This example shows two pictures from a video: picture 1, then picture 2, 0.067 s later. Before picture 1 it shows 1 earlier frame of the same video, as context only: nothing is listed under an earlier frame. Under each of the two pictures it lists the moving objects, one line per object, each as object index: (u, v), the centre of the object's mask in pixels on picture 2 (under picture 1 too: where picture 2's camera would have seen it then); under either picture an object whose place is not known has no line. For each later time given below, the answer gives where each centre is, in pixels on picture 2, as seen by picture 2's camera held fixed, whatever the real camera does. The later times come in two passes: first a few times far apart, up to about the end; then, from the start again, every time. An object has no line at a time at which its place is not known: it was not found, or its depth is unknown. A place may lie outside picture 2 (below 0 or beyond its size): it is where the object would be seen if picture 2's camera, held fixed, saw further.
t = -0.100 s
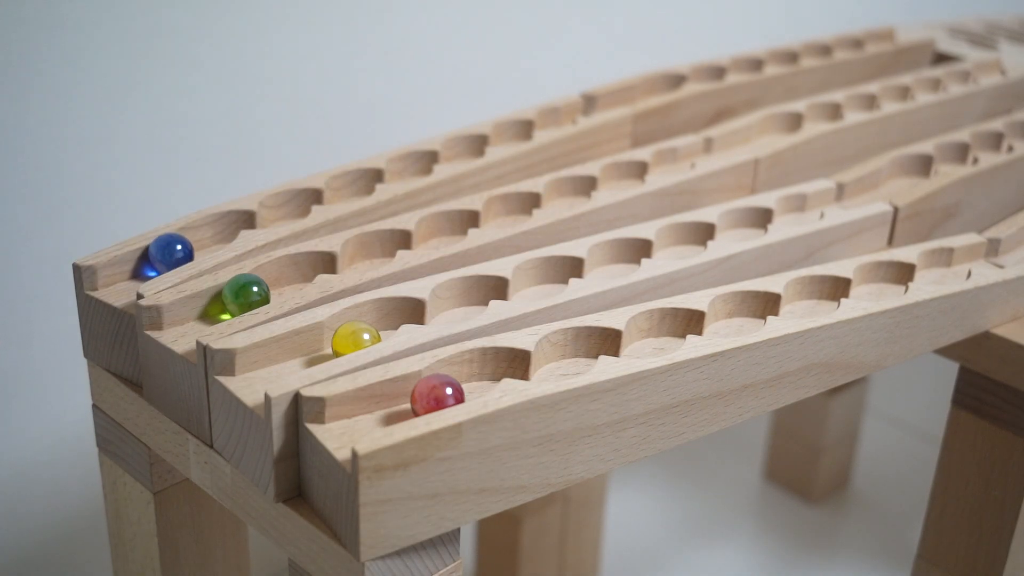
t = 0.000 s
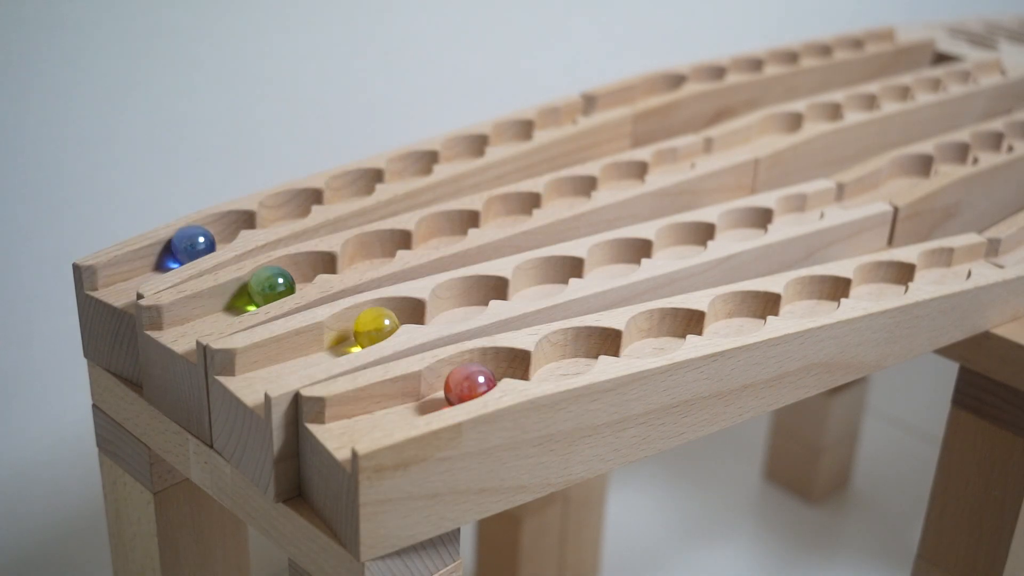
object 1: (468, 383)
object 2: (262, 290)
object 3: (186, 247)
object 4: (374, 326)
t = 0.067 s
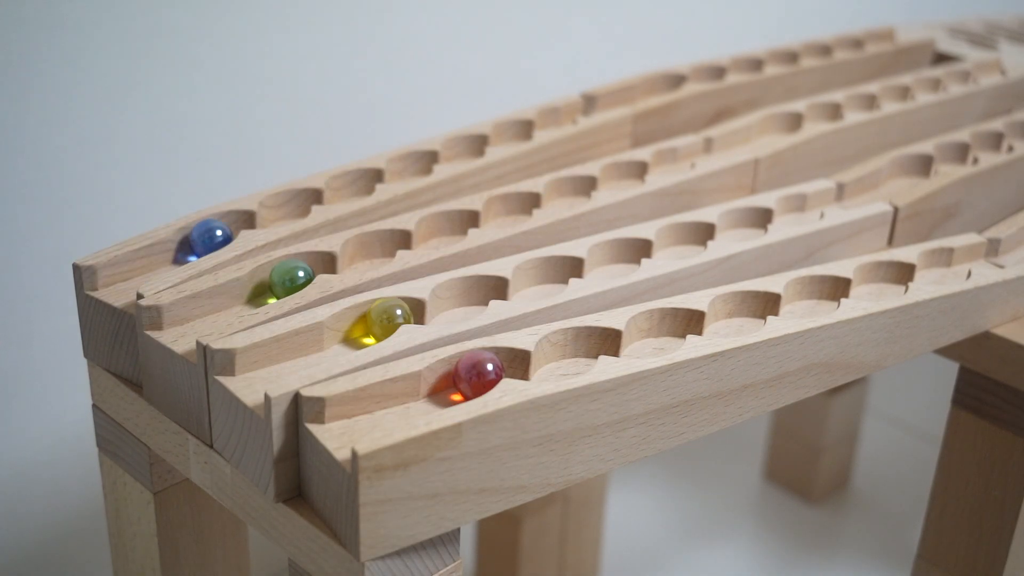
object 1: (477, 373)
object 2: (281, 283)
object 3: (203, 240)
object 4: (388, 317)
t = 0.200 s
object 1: (521, 366)
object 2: (314, 270)
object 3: (247, 226)
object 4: (436, 315)
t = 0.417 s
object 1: (569, 358)
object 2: (370, 256)
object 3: (284, 210)
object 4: (466, 300)
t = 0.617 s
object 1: (612, 343)
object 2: (390, 247)
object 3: (340, 196)
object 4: (520, 290)
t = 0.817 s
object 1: (658, 338)
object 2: (443, 235)
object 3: (349, 188)
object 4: (544, 279)
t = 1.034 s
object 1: (695, 323)
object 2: (456, 226)
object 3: (403, 174)
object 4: (595, 269)
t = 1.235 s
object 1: (739, 319)
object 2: (509, 215)
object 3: (409, 167)
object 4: (617, 259)
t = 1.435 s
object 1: (763, 304)
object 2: (515, 207)
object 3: (460, 155)
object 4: (659, 249)
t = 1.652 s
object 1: (813, 302)
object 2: (569, 196)
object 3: (465, 148)
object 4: (684, 241)
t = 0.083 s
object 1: (479, 371)
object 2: (285, 280)
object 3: (208, 238)
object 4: (393, 316)
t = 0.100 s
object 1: (485, 370)
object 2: (287, 279)
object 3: (212, 237)
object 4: (398, 315)
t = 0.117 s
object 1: (490, 368)
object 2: (290, 276)
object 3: (216, 234)
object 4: (405, 314)
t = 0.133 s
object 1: (496, 367)
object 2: (294, 274)
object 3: (221, 232)
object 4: (412, 313)
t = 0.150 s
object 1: (502, 366)
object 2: (298, 274)
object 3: (227, 230)
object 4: (418, 313)
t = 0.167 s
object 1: (508, 365)
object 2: (303, 273)
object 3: (232, 229)
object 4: (424, 314)
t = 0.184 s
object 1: (514, 365)
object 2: (309, 271)
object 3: (239, 227)
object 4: (430, 314)
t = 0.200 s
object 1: (521, 366)
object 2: (314, 270)
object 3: (247, 226)
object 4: (436, 315)
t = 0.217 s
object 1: (528, 366)
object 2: (320, 269)
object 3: (262, 220)
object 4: (442, 315)
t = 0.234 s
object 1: (533, 367)
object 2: (326, 268)
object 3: (268, 220)
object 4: (444, 314)
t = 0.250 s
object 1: (539, 367)
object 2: (334, 267)
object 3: (275, 219)
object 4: (447, 313)
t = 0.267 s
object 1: (546, 368)
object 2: (346, 263)
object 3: (277, 218)
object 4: (450, 312)
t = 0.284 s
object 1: (552, 368)
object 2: (351, 263)
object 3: (280, 217)
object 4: (454, 311)
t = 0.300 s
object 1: (554, 367)
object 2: (357, 263)
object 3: (282, 216)
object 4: (458, 310)
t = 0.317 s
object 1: (557, 366)
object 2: (359, 262)
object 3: (284, 215)
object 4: (460, 308)
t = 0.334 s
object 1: (561, 364)
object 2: (362, 261)
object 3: (287, 214)
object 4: (461, 307)
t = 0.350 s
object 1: (565, 363)
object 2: (365, 261)
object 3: (287, 213)
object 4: (462, 306)
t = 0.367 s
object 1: (566, 362)
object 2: (367, 260)
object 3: (287, 212)
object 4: (462, 305)
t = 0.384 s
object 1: (568, 360)
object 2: (369, 259)
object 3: (287, 211)
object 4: (463, 303)
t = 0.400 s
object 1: (568, 359)
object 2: (370, 257)
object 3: (286, 210)
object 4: (464, 302)
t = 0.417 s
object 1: (569, 358)
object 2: (370, 256)
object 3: (284, 210)
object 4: (466, 300)
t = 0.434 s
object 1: (570, 356)
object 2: (370, 255)
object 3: (285, 210)
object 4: (467, 298)
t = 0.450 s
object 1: (570, 354)
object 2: (371, 254)
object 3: (287, 209)
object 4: (469, 296)
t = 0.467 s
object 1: (572, 352)
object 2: (367, 254)
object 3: (290, 208)
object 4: (473, 295)
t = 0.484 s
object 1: (574, 349)
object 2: (367, 253)
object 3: (293, 207)
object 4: (478, 294)
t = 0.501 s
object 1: (577, 348)
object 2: (368, 252)
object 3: (303, 201)
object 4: (482, 292)
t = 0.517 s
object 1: (581, 347)
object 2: (369, 252)
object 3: (308, 200)
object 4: (487, 291)
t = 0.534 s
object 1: (585, 347)
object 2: (372, 251)
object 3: (305, 204)
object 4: (492, 291)
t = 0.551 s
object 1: (590, 345)
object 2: (375, 250)
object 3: (310, 203)
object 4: (497, 290)
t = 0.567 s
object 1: (595, 344)
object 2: (378, 249)
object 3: (315, 202)
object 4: (503, 290)
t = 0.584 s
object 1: (601, 343)
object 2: (382, 248)
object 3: (330, 196)
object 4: (509, 289)
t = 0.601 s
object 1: (606, 343)
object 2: (385, 247)
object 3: (335, 196)
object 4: (515, 290)
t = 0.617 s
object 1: (612, 343)
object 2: (390, 247)
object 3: (340, 196)
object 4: (520, 290)
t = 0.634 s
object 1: (618, 343)
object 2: (394, 246)
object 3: (343, 196)
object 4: (526, 291)
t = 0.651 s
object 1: (623, 344)
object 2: (399, 246)
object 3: (344, 195)
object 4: (531, 291)
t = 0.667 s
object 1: (629, 345)
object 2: (405, 245)
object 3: (347, 194)
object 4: (533, 289)
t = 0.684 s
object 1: (635, 345)
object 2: (416, 241)
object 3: (349, 194)
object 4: (535, 288)
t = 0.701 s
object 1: (641, 345)
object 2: (424, 240)
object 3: (351, 193)
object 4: (538, 287)
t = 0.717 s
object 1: (643, 345)
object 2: (429, 239)
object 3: (352, 192)
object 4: (540, 286)
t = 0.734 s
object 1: (646, 344)
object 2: (432, 239)
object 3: (353, 191)
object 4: (543, 285)
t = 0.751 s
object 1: (649, 344)
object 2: (435, 238)
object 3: (353, 190)
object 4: (543, 284)
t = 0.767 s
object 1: (653, 342)
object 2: (437, 238)
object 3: (352, 189)
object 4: (543, 283)
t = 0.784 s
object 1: (655, 341)
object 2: (440, 237)
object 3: (352, 188)
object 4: (543, 282)
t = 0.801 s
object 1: (657, 340)
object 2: (442, 236)
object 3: (351, 188)
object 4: (544, 280)
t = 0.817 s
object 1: (658, 338)
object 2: (443, 235)
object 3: (349, 188)
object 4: (544, 279)
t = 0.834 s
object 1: (658, 337)
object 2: (443, 234)
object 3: (351, 187)
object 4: (545, 277)
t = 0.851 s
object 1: (659, 336)
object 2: (444, 233)
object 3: (352, 187)
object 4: (546, 276)
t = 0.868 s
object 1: (659, 335)
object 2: (443, 232)
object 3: (354, 186)
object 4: (549, 275)
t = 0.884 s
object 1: (660, 333)
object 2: (444, 231)
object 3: (357, 185)
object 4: (553, 273)
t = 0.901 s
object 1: (661, 331)
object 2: (444, 231)
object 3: (360, 185)
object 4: (557, 272)
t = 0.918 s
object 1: (664, 329)
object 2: (440, 231)
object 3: (363, 184)
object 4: (560, 271)
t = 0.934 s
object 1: (666, 327)
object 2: (441, 230)
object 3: (368, 183)
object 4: (565, 269)
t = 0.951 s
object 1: (671, 326)
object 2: (442, 229)
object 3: (380, 178)
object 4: (569, 269)
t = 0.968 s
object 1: (674, 325)
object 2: (444, 229)
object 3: (387, 175)
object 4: (575, 268)
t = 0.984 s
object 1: (679, 324)
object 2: (446, 228)
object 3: (391, 175)
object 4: (579, 269)
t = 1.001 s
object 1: (684, 323)
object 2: (449, 227)
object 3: (395, 175)
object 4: (584, 268)
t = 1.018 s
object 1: (690, 323)
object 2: (452, 226)
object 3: (400, 175)
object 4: (590, 268)
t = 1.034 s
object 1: (695, 323)
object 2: (456, 226)
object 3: (403, 174)
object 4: (595, 269)
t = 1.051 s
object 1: (701, 323)
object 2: (461, 225)
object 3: (406, 174)
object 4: (600, 269)
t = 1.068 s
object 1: (707, 323)
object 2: (464, 225)
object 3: (408, 173)
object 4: (605, 269)
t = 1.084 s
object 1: (713, 324)
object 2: (470, 224)
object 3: (409, 172)
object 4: (607, 268)
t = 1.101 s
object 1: (719, 325)
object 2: (475, 223)
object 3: (411, 172)
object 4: (609, 268)
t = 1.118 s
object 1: (724, 325)
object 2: (480, 222)
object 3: (412, 171)
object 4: (611, 267)
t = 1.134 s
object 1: (726, 324)
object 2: (492, 218)
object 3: (412, 170)
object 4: (613, 266)
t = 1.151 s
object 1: (728, 324)
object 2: (497, 218)
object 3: (412, 169)
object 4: (615, 265)
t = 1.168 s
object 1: (731, 323)
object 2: (500, 218)
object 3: (411, 169)
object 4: (616, 264)
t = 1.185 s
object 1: (733, 322)
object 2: (502, 217)
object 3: (411, 168)
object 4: (617, 263)
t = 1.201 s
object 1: (736, 321)
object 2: (504, 217)
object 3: (409, 167)
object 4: (616, 262)
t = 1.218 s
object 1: (738, 320)
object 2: (506, 216)
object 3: (407, 167)
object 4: (616, 261)
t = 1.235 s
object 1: (739, 319)
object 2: (509, 215)
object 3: (409, 167)
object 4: (617, 259)
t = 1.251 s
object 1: (739, 318)
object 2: (510, 214)
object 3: (412, 167)
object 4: (617, 258)
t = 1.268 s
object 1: (739, 317)
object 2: (510, 213)
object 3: (413, 166)
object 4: (617, 256)
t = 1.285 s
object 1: (739, 316)
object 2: (510, 212)
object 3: (416, 165)
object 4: (620, 255)
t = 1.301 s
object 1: (739, 314)
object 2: (510, 212)
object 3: (419, 165)
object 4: (623, 255)
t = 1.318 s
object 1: (740, 312)
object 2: (509, 211)
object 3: (422, 164)
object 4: (626, 253)
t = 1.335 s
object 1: (741, 309)
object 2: (506, 211)
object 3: (426, 163)
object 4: (630, 252)
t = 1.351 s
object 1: (744, 309)
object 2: (506, 210)
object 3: (440, 156)
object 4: (626, 256)
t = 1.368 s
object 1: (747, 308)
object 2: (506, 209)
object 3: (444, 156)
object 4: (641, 246)
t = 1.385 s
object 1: (750, 307)
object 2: (508, 209)
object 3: (448, 156)
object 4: (646, 247)
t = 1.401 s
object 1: (754, 306)
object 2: (510, 208)
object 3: (453, 156)
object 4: (649, 248)
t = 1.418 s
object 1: (758, 305)
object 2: (512, 208)
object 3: (457, 155)
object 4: (653, 249)
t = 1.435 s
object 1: (763, 304)
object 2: (515, 207)
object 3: (460, 155)
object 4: (659, 249)
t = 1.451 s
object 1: (768, 304)
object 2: (518, 206)
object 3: (461, 155)
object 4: (664, 249)
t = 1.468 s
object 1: (772, 304)
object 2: (521, 206)
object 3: (462, 154)
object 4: (670, 249)
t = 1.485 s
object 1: (779, 303)
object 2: (526, 205)
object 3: (463, 153)
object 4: (674, 249)
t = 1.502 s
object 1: (783, 304)
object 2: (531, 205)
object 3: (464, 153)
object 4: (676, 249)
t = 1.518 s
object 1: (789, 305)
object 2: (535, 204)
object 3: (466, 152)
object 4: (678, 248)
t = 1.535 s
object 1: (794, 305)
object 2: (540, 203)
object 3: (465, 151)
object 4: (680, 248)
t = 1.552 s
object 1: (800, 306)
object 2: (546, 202)
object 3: (464, 150)
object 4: (682, 247)
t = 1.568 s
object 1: (802, 306)
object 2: (558, 199)
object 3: (462, 150)
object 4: (684, 246)
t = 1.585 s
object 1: (804, 305)
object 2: (562, 199)
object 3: (461, 150)
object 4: (684, 245)
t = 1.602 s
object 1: (806, 305)
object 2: (563, 198)
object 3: (460, 149)
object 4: (684, 244)
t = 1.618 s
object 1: (808, 304)
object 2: (565, 198)
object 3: (462, 149)
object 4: (684, 243)
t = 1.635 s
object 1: (811, 303)
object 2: (567, 197)
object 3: (464, 148)
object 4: (684, 242)
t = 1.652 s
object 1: (813, 302)
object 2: (569, 196)
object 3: (465, 148)
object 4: (684, 241)
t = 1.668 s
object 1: (814, 301)
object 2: (570, 195)
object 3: (467, 147)
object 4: (683, 241)
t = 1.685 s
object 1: (814, 300)
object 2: (570, 194)
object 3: (470, 147)
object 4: (680, 241)
